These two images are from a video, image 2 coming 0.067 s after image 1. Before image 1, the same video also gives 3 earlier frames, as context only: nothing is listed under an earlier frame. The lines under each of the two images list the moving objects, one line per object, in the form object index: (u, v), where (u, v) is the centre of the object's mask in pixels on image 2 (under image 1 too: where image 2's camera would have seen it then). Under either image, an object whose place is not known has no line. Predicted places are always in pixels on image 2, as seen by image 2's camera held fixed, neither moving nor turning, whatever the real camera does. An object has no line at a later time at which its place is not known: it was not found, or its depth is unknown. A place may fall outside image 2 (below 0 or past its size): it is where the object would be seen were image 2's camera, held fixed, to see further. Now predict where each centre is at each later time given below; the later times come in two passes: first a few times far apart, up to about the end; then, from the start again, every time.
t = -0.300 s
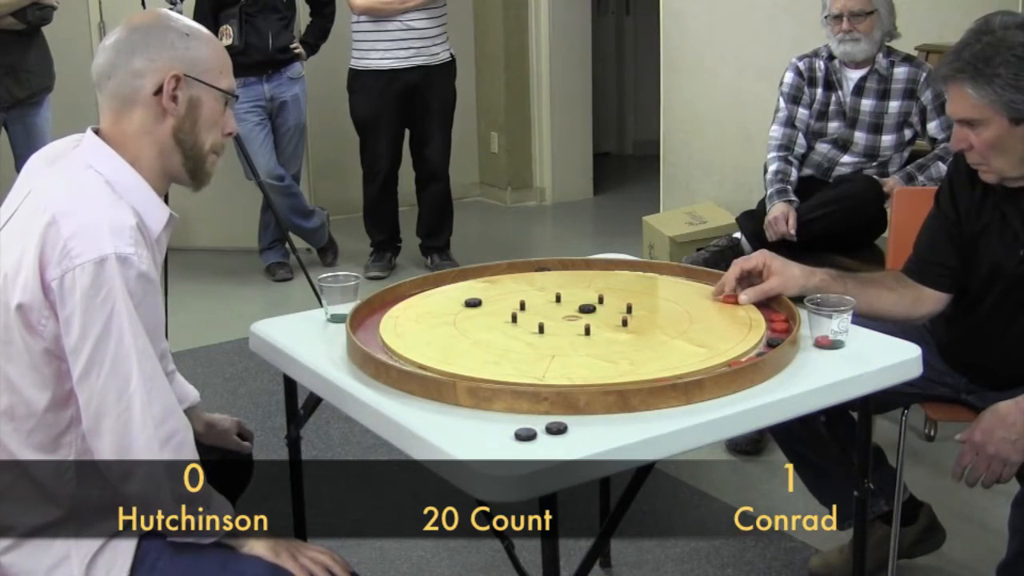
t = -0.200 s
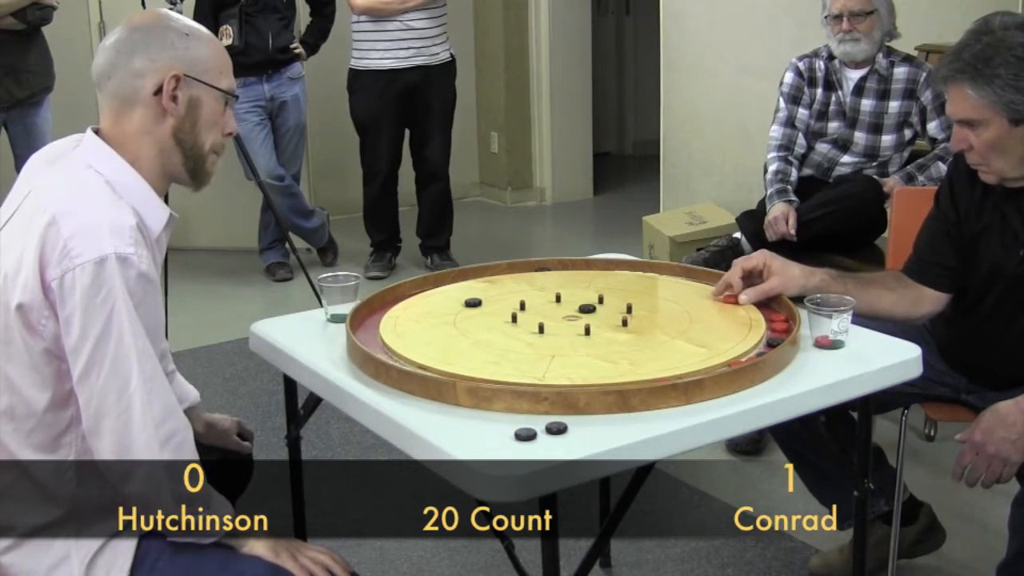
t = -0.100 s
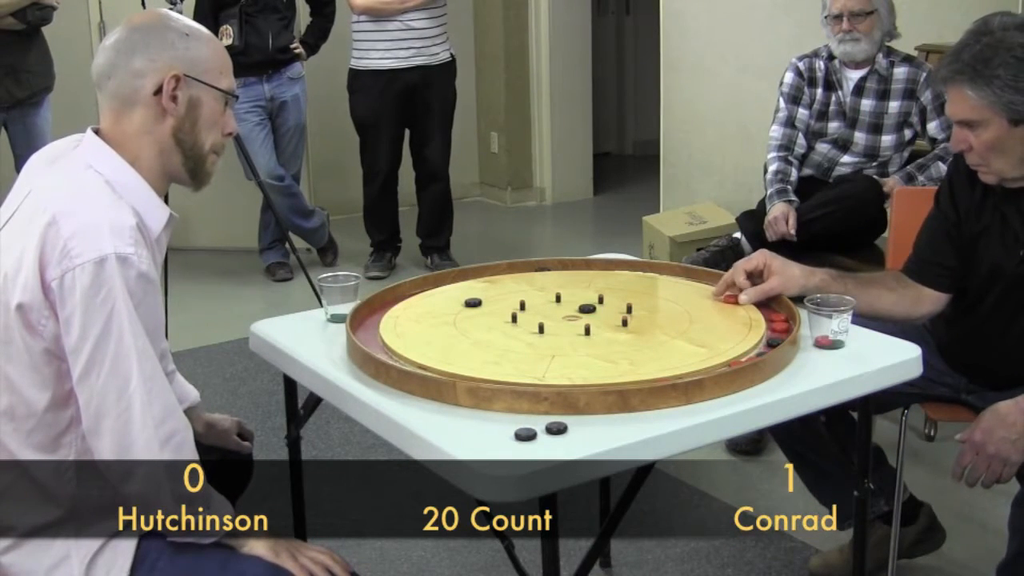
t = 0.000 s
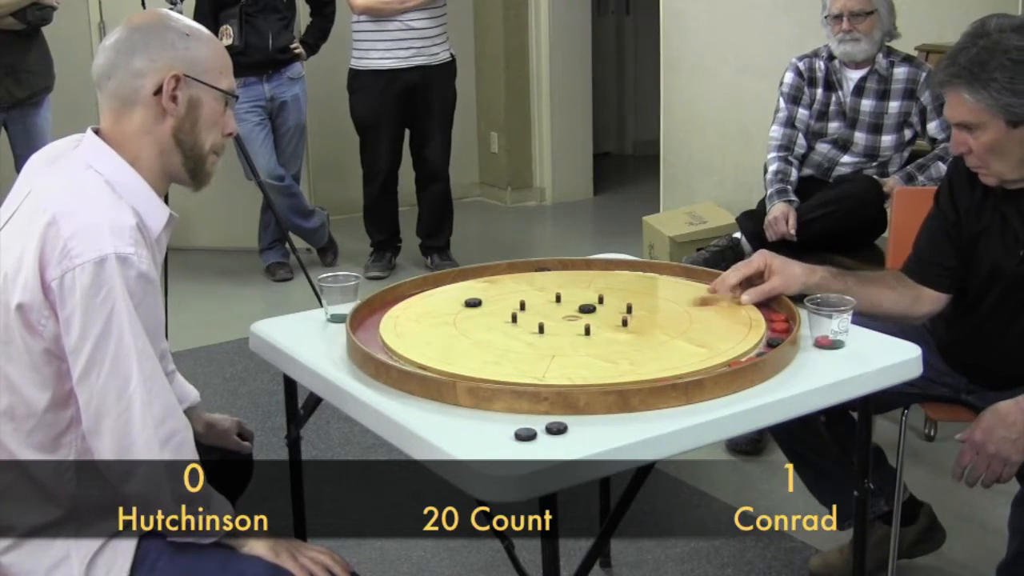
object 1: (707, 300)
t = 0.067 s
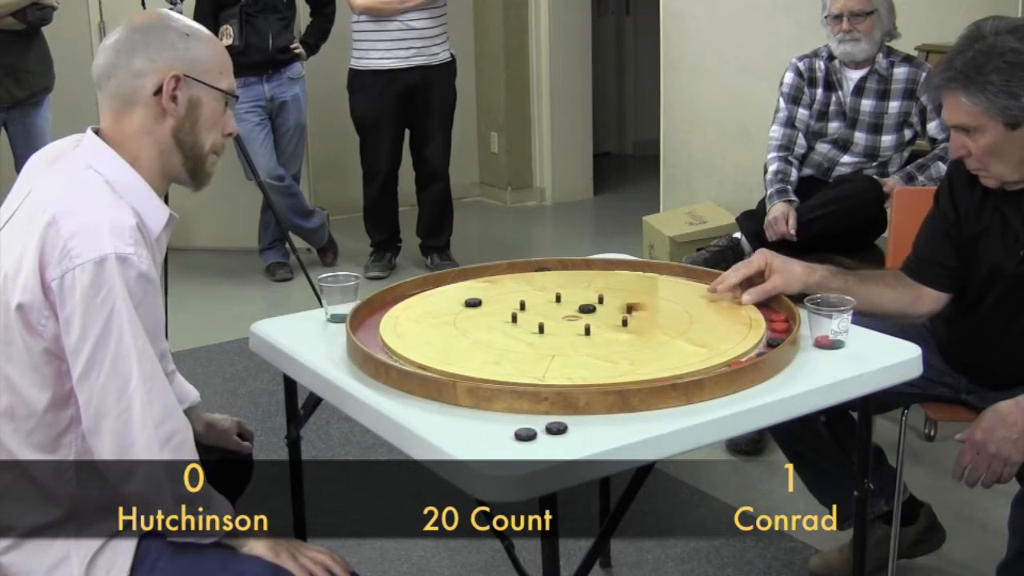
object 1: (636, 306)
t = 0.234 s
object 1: (596, 311)
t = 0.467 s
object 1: (590, 316)
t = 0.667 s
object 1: (590, 315)
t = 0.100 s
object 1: (604, 306)
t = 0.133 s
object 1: (601, 308)
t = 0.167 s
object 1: (599, 308)
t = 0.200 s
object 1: (598, 309)
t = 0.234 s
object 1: (596, 311)
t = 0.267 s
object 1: (592, 316)
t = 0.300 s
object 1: (592, 317)
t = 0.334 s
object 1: (591, 317)
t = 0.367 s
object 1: (591, 317)
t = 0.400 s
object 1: (591, 317)
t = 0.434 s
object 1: (591, 316)
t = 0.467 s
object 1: (590, 316)
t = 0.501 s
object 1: (590, 315)
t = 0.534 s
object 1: (590, 315)
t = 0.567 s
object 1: (590, 315)
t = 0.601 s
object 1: (590, 315)
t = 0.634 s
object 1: (590, 315)
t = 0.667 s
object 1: (590, 315)
